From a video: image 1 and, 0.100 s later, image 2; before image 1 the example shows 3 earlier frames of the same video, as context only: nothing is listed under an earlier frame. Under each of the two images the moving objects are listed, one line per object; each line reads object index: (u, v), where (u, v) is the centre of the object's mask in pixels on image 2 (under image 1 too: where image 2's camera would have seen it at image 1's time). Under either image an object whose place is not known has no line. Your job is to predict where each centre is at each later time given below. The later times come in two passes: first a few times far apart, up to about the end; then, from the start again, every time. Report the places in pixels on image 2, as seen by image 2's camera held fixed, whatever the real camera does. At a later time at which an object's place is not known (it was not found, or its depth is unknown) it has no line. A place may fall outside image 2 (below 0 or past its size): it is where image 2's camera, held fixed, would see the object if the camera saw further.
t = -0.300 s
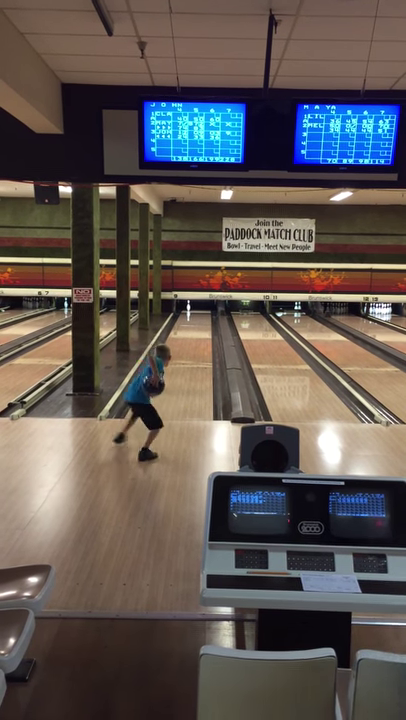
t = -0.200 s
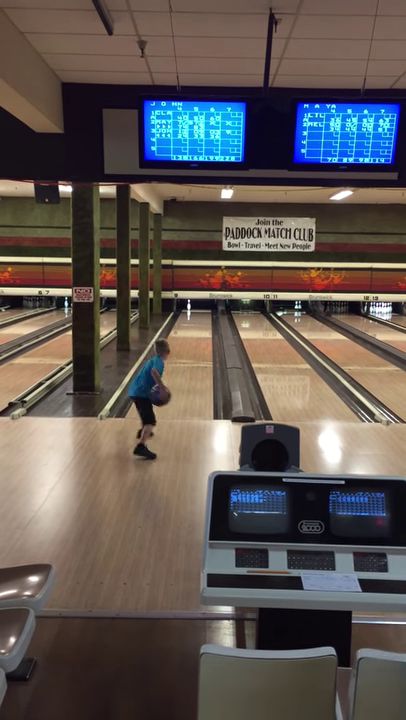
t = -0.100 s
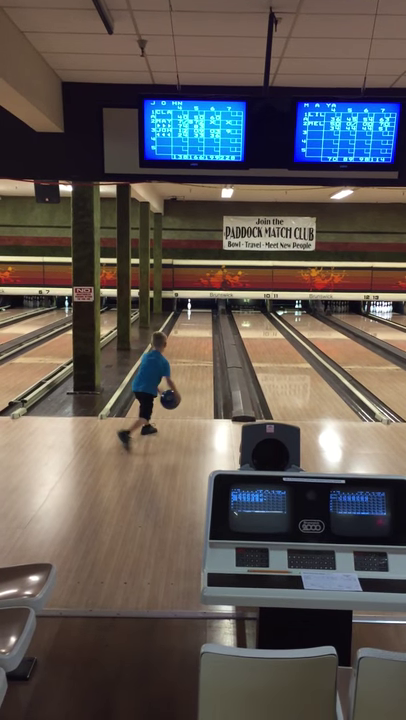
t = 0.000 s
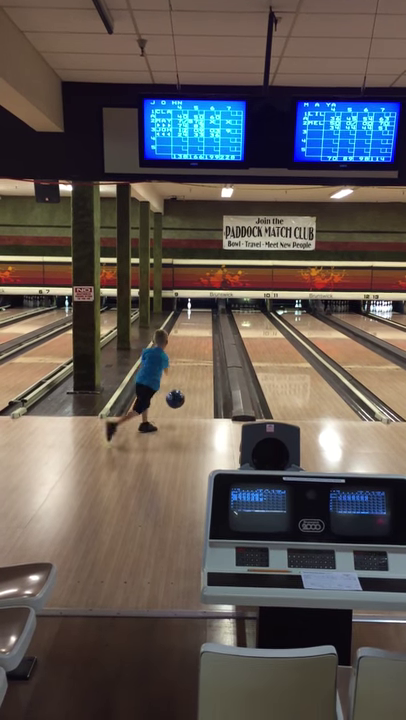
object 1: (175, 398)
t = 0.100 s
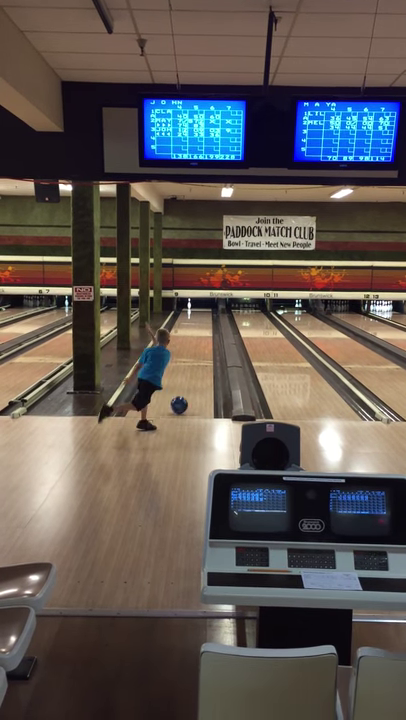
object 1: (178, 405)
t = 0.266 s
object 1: (184, 392)
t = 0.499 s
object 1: (190, 375)
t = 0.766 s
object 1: (195, 362)
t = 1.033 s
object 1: (199, 351)
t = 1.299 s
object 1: (201, 342)
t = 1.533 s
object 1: (203, 336)
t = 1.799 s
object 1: (204, 330)
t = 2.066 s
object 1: (203, 325)
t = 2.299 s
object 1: (203, 320)
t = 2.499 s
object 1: (202, 318)
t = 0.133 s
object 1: (180, 402)
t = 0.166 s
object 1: (181, 399)
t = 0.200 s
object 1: (182, 396)
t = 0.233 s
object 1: (183, 394)
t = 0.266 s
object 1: (184, 392)
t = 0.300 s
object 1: (185, 389)
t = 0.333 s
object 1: (186, 386)
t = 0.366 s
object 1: (187, 384)
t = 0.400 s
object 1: (188, 382)
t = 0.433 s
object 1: (188, 380)
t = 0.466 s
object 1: (189, 378)
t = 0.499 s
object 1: (190, 375)
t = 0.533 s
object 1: (191, 374)
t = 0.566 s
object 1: (191, 372)
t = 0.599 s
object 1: (192, 370)
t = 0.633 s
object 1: (193, 368)
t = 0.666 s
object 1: (193, 366)
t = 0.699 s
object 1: (194, 365)
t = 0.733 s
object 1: (194, 364)
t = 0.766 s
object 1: (195, 362)
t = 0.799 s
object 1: (196, 360)
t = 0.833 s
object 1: (196, 359)
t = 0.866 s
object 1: (196, 357)
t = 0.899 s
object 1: (197, 356)
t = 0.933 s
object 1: (197, 355)
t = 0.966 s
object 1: (198, 353)
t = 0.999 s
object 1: (198, 352)
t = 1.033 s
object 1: (199, 351)
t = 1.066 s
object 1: (199, 350)
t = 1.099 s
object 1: (199, 348)
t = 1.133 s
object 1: (200, 347)
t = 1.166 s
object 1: (200, 346)
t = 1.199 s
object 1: (200, 345)
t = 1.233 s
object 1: (201, 344)
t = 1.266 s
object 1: (201, 343)
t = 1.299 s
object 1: (201, 342)
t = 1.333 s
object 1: (202, 341)
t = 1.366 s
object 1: (202, 340)
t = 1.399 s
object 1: (202, 339)
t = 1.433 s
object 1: (202, 338)
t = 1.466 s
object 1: (203, 337)
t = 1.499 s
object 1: (203, 337)
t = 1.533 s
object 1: (203, 336)
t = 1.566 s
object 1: (203, 335)
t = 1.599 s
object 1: (203, 334)
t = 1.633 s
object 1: (203, 333)
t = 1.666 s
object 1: (203, 333)
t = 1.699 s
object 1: (203, 332)
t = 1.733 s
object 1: (204, 331)
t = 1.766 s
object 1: (204, 331)
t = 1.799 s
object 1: (204, 330)
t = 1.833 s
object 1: (204, 329)
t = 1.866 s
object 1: (203, 328)
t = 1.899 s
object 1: (204, 328)
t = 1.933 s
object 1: (204, 327)
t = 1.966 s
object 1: (203, 327)
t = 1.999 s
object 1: (203, 326)
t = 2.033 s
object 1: (203, 325)
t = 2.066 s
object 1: (203, 325)
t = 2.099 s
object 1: (203, 324)
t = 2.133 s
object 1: (203, 324)
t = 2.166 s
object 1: (203, 323)
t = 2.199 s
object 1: (203, 323)
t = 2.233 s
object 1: (203, 322)
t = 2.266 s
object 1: (203, 322)
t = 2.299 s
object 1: (203, 320)
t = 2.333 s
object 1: (202, 321)
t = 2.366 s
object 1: (202, 320)
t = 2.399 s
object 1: (202, 320)
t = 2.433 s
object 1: (202, 319)
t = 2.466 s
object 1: (202, 319)
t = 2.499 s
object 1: (202, 318)
